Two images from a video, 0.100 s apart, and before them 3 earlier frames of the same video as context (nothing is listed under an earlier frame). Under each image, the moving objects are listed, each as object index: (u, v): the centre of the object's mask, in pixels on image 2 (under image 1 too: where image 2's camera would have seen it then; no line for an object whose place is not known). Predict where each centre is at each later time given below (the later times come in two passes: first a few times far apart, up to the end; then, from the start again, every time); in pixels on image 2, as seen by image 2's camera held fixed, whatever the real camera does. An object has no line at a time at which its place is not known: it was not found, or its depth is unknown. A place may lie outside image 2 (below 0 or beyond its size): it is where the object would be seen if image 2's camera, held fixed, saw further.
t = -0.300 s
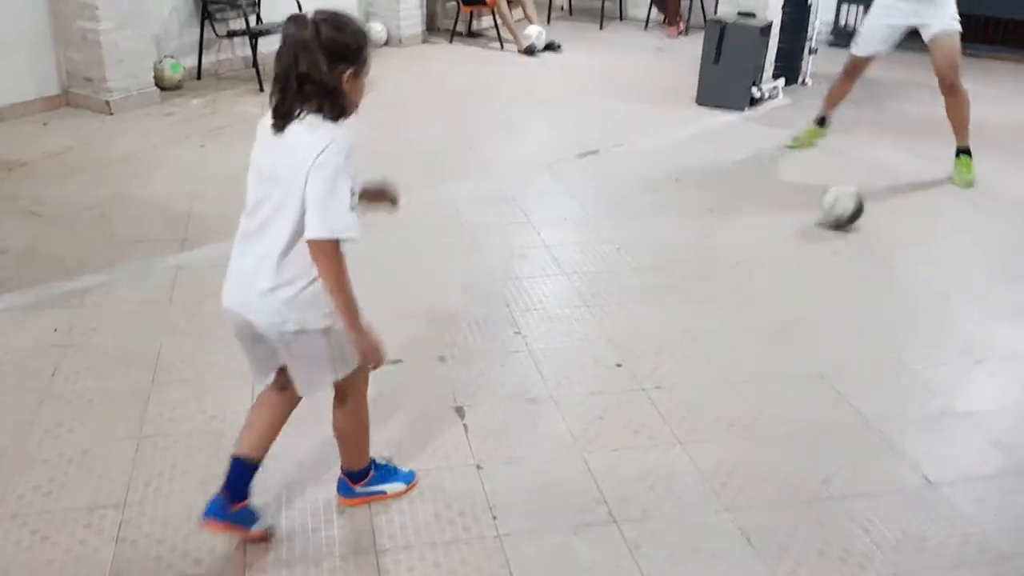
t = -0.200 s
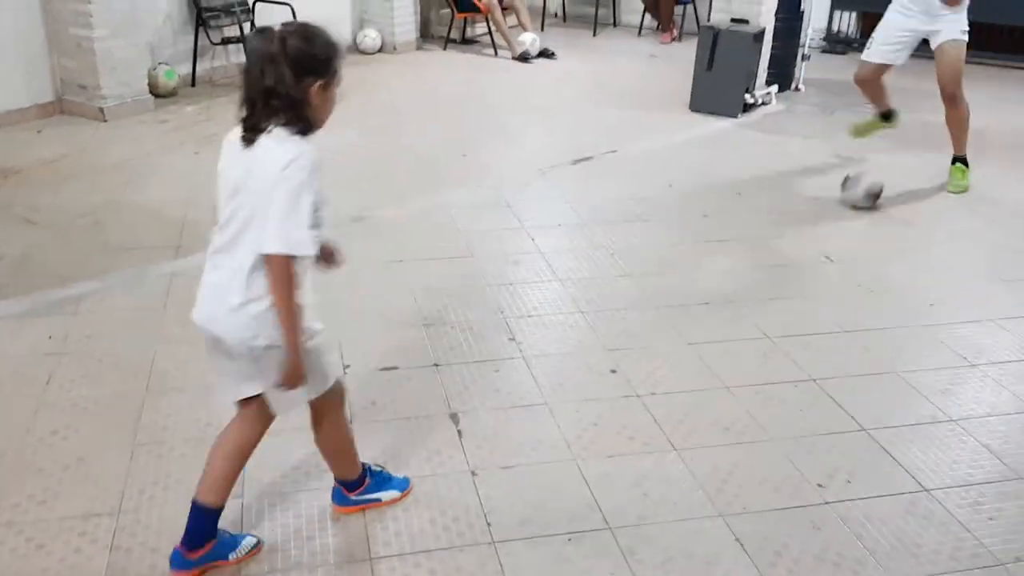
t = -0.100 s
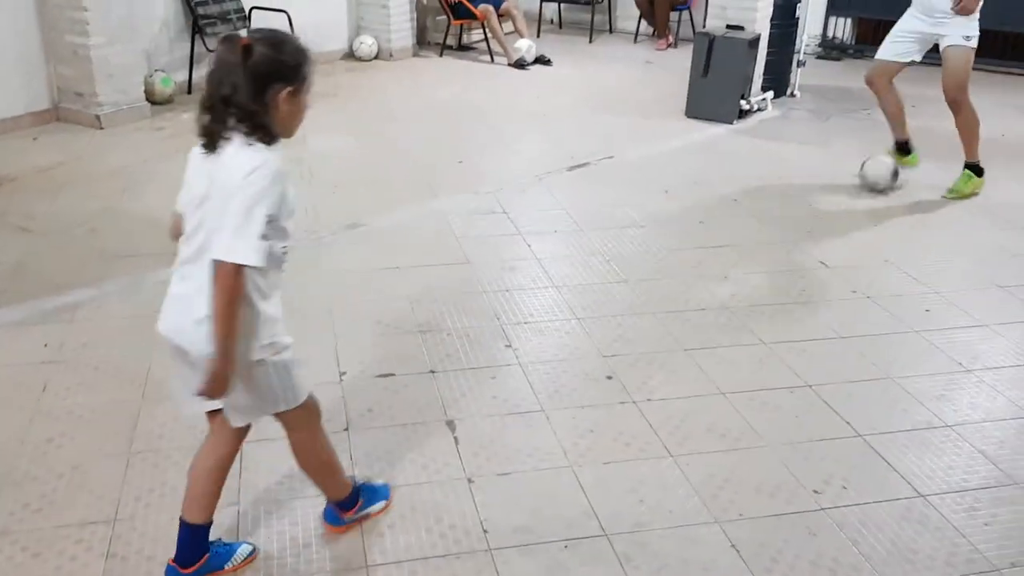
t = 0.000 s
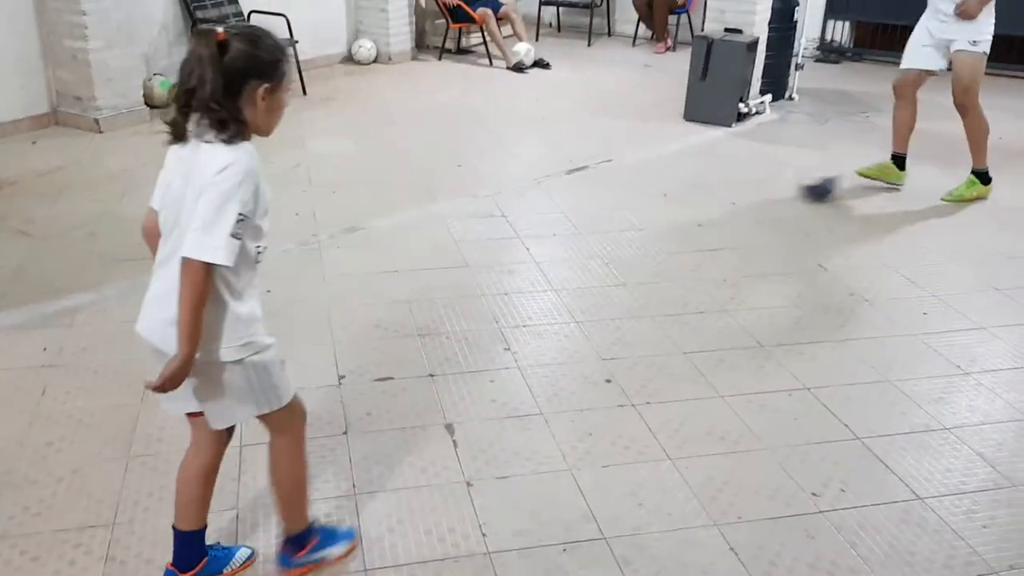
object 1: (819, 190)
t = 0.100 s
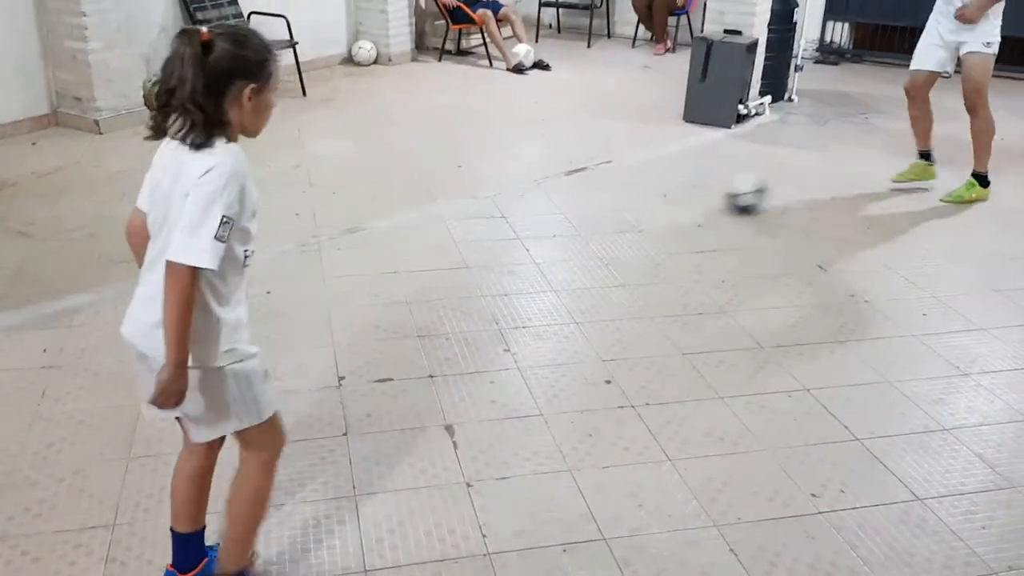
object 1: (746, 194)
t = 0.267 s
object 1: (637, 212)
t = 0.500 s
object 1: (506, 233)
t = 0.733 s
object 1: (370, 254)
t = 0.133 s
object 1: (724, 201)
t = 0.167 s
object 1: (703, 203)
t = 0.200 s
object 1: (680, 205)
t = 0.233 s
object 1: (654, 210)
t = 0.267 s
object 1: (637, 212)
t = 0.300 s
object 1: (617, 215)
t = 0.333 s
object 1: (595, 218)
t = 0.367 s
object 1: (576, 221)
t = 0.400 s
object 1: (561, 225)
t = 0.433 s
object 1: (542, 226)
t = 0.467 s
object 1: (524, 229)
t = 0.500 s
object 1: (506, 233)
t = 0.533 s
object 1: (486, 236)
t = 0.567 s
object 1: (467, 239)
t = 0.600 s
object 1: (451, 242)
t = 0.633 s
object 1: (431, 244)
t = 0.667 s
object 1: (409, 247)
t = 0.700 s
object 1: (392, 251)
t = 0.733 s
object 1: (370, 254)
